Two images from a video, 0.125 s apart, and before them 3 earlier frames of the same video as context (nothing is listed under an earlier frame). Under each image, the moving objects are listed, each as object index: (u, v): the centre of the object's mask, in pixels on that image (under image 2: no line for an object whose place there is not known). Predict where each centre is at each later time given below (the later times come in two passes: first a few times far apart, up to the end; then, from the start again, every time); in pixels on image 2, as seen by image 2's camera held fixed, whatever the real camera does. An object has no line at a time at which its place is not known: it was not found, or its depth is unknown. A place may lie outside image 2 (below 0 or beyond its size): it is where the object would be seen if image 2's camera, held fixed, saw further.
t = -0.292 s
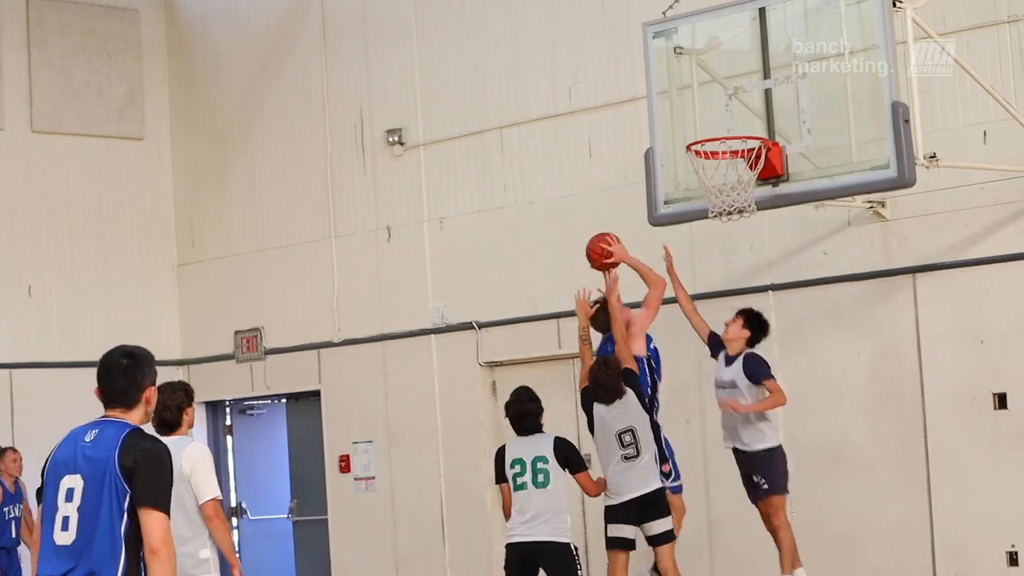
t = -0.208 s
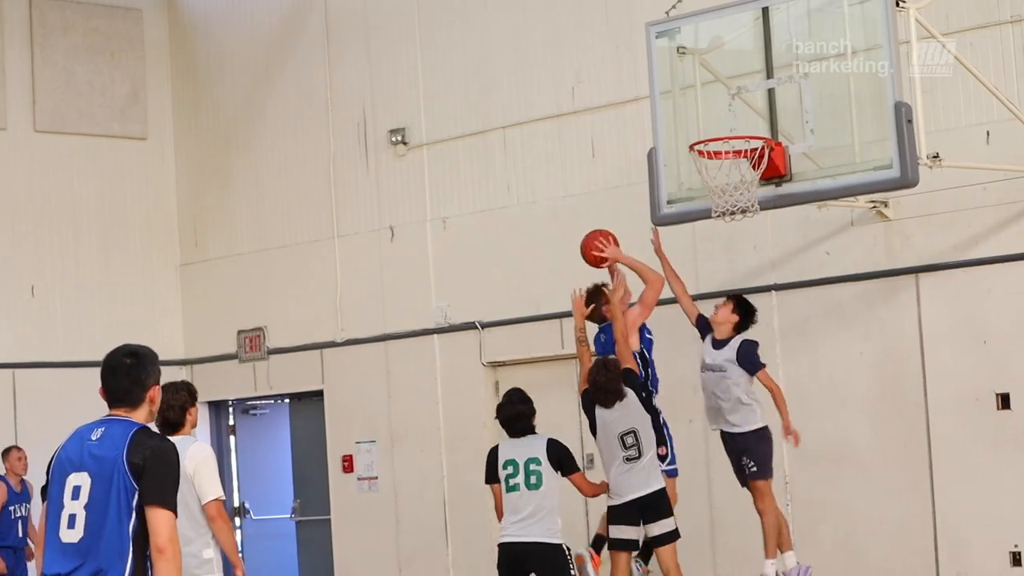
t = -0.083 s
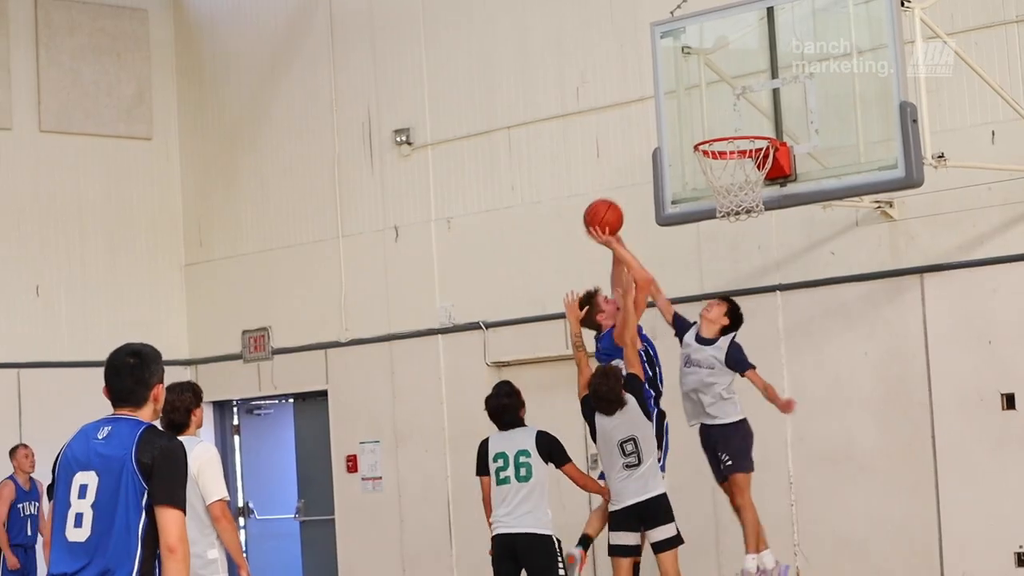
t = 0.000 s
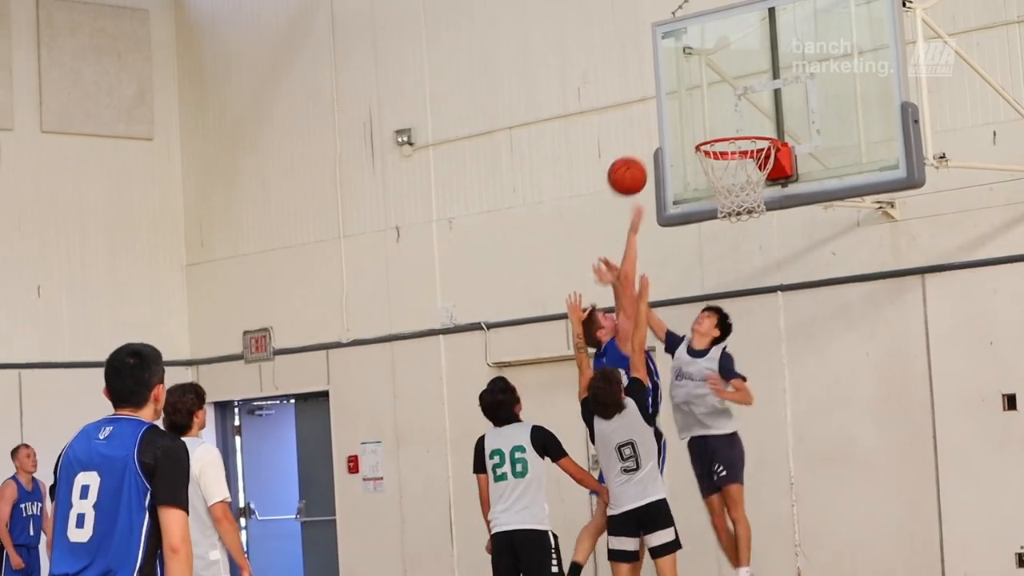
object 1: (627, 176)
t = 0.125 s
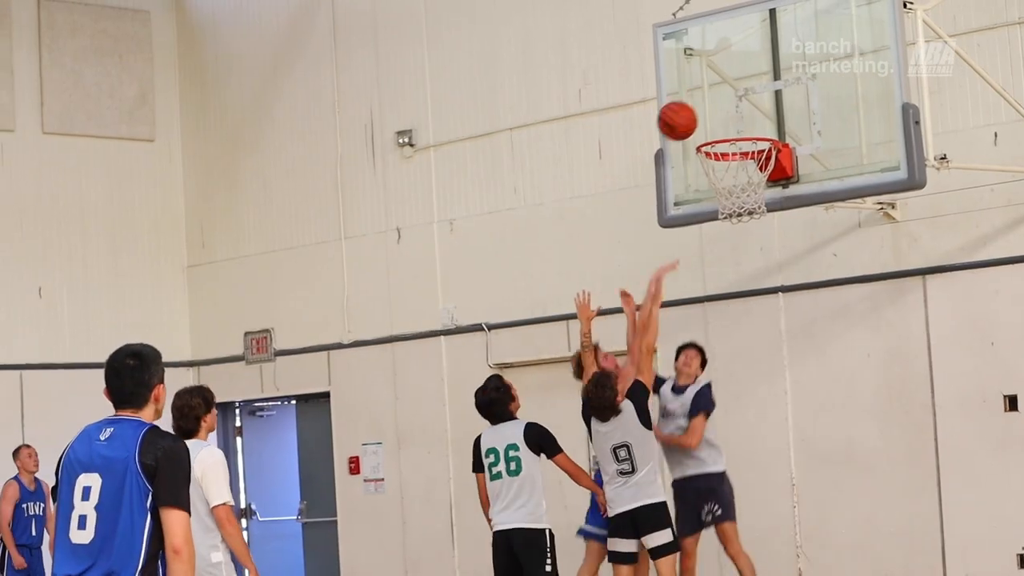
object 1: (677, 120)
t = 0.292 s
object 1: (737, 85)
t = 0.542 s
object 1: (735, 147)
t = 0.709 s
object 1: (726, 189)
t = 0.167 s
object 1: (694, 106)
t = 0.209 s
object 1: (711, 95)
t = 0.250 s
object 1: (729, 86)
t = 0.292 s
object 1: (737, 85)
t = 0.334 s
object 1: (740, 89)
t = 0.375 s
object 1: (746, 100)
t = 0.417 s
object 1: (750, 111)
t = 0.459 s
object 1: (754, 125)
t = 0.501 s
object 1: (751, 136)
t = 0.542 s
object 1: (735, 147)
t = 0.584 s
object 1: (719, 158)
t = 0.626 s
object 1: (720, 168)
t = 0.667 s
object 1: (722, 178)
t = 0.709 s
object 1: (726, 189)
